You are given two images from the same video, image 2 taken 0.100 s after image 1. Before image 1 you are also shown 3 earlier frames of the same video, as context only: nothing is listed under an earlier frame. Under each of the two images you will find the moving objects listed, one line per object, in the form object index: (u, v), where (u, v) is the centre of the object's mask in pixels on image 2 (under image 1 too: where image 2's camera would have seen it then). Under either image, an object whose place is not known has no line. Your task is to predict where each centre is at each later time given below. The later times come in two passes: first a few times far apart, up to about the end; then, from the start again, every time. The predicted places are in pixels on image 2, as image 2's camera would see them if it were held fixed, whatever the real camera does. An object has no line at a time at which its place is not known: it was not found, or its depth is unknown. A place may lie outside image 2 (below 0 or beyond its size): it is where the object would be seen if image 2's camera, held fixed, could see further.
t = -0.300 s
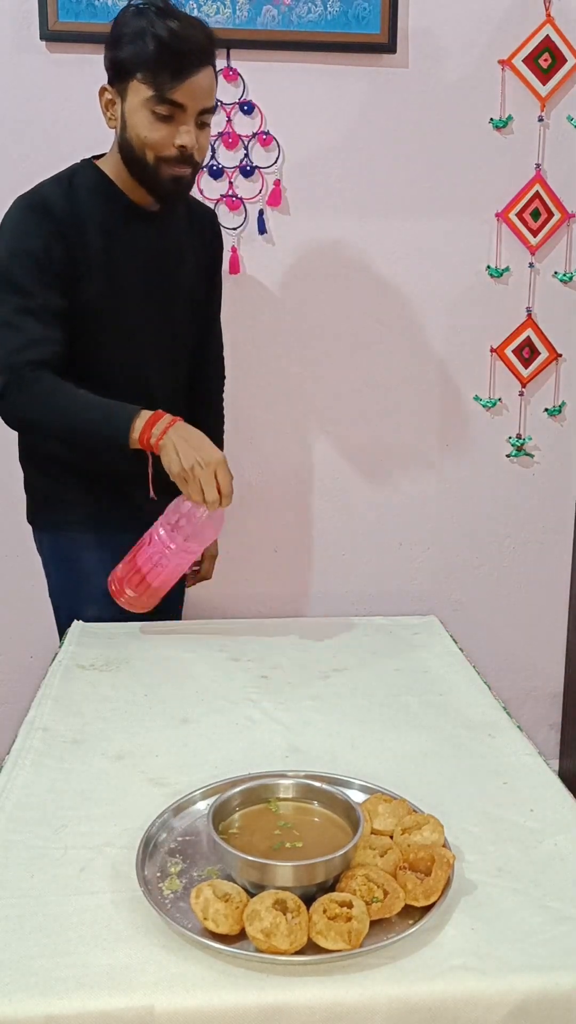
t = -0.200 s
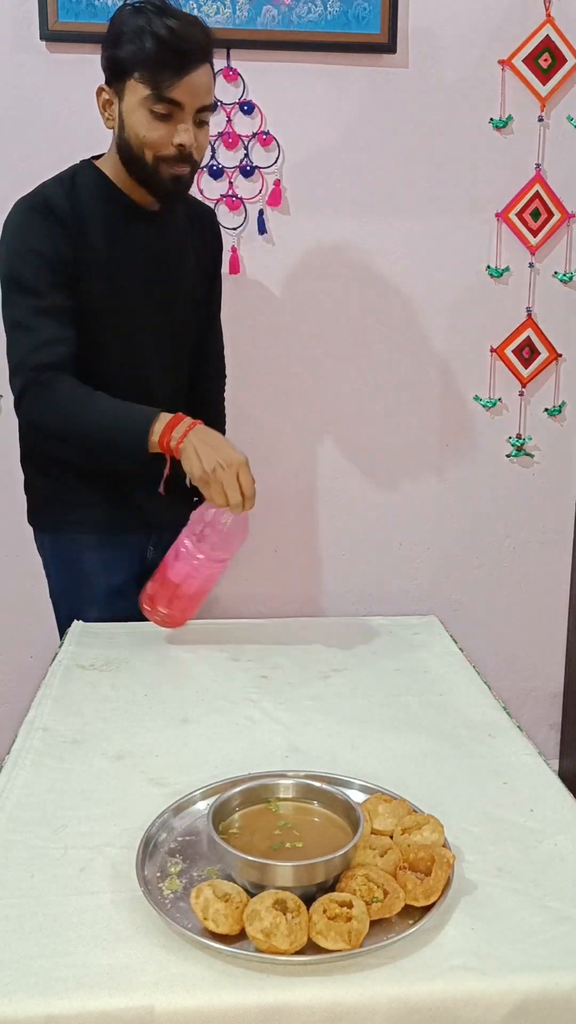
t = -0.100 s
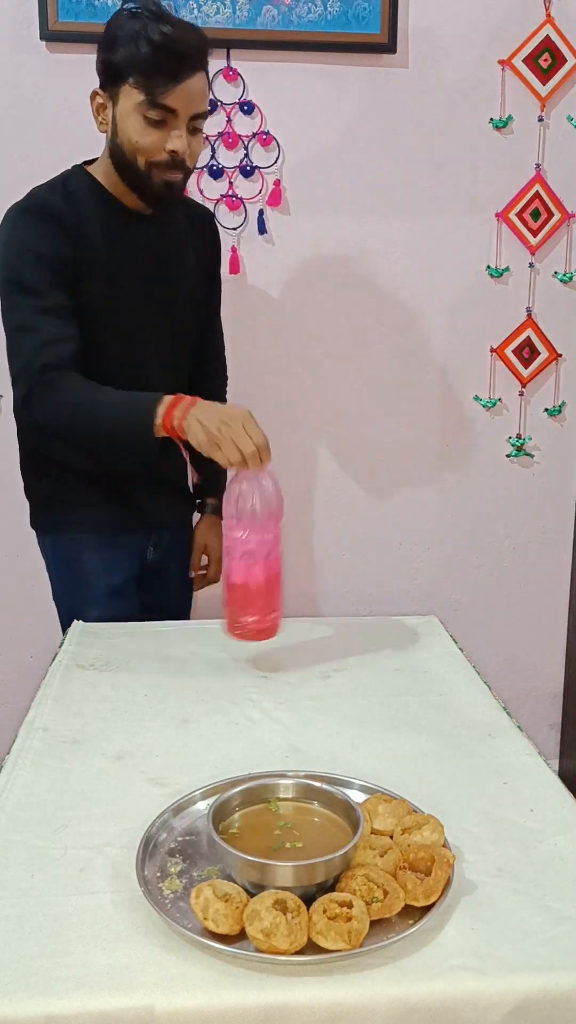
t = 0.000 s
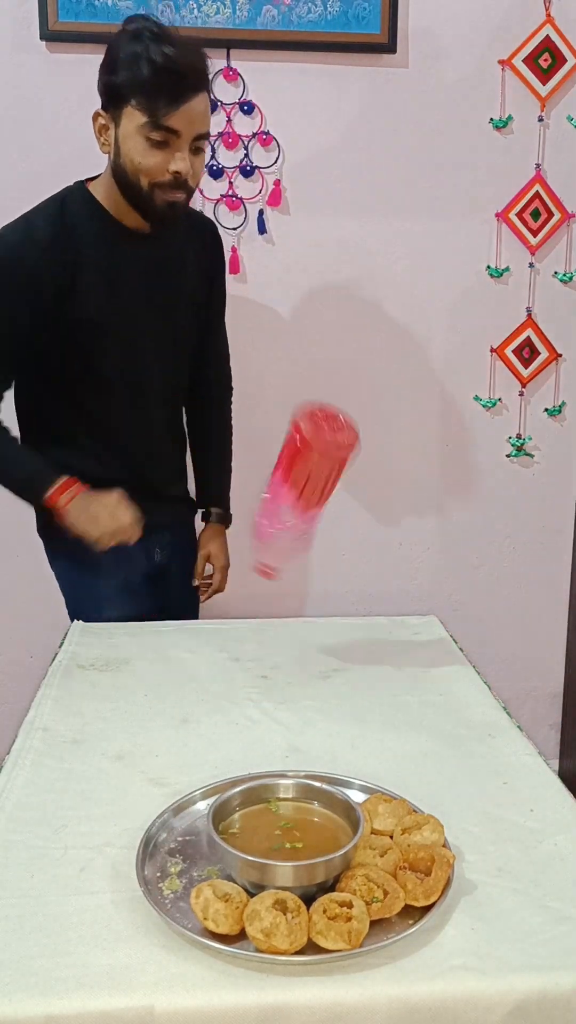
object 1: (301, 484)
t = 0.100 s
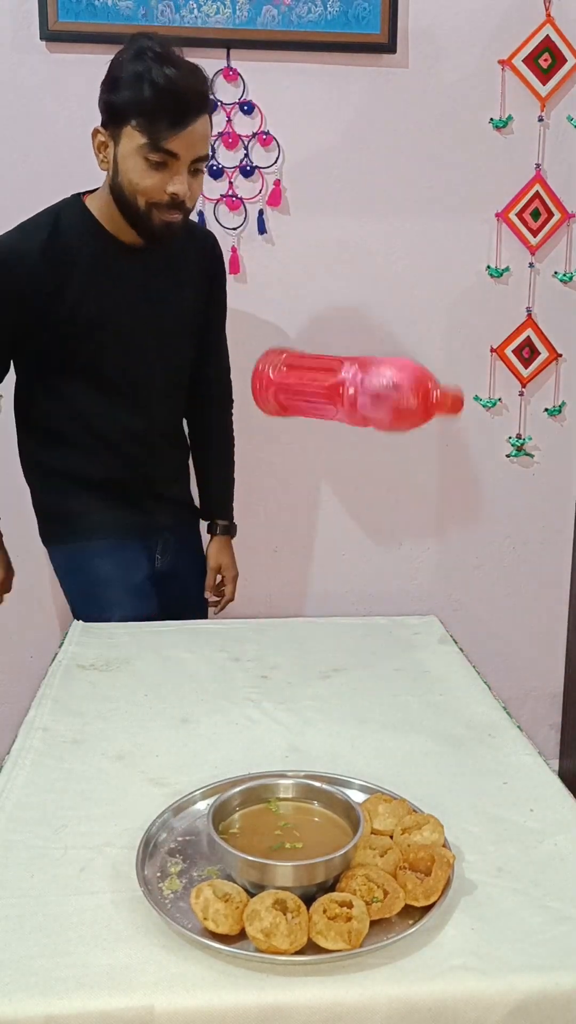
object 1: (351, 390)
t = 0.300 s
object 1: (358, 637)
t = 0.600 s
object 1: (277, 695)
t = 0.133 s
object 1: (355, 388)
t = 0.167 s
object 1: (357, 415)
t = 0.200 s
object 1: (358, 445)
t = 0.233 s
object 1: (358, 490)
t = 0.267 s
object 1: (360, 602)
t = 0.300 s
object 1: (358, 637)
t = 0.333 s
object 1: (347, 642)
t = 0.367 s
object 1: (337, 646)
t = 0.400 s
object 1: (316, 652)
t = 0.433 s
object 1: (303, 661)
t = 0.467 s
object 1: (293, 675)
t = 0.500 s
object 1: (279, 694)
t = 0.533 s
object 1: (278, 695)
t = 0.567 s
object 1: (277, 695)
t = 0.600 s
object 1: (277, 695)
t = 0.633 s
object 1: (278, 695)
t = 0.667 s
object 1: (278, 695)
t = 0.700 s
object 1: (279, 694)
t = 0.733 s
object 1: (280, 694)
